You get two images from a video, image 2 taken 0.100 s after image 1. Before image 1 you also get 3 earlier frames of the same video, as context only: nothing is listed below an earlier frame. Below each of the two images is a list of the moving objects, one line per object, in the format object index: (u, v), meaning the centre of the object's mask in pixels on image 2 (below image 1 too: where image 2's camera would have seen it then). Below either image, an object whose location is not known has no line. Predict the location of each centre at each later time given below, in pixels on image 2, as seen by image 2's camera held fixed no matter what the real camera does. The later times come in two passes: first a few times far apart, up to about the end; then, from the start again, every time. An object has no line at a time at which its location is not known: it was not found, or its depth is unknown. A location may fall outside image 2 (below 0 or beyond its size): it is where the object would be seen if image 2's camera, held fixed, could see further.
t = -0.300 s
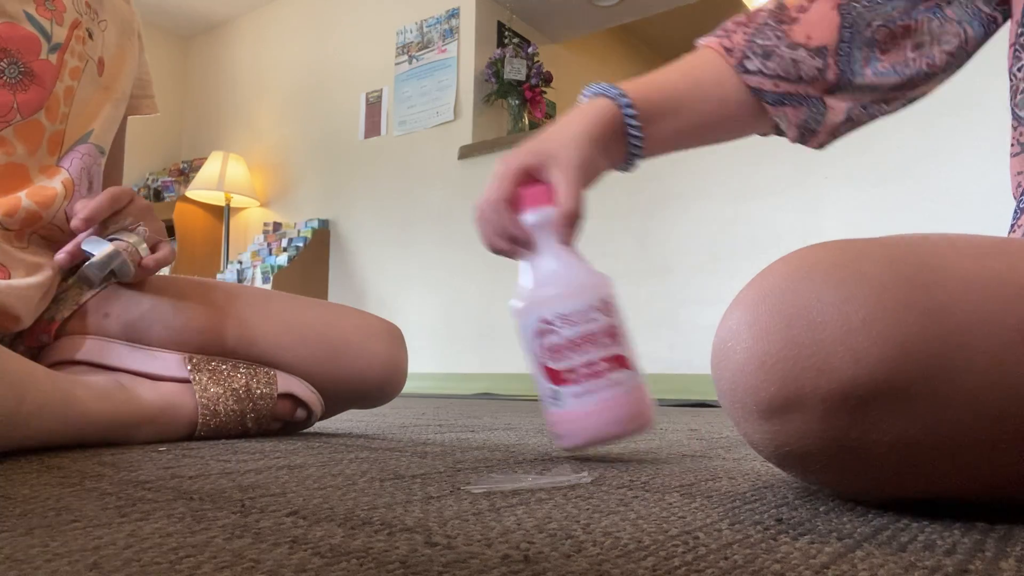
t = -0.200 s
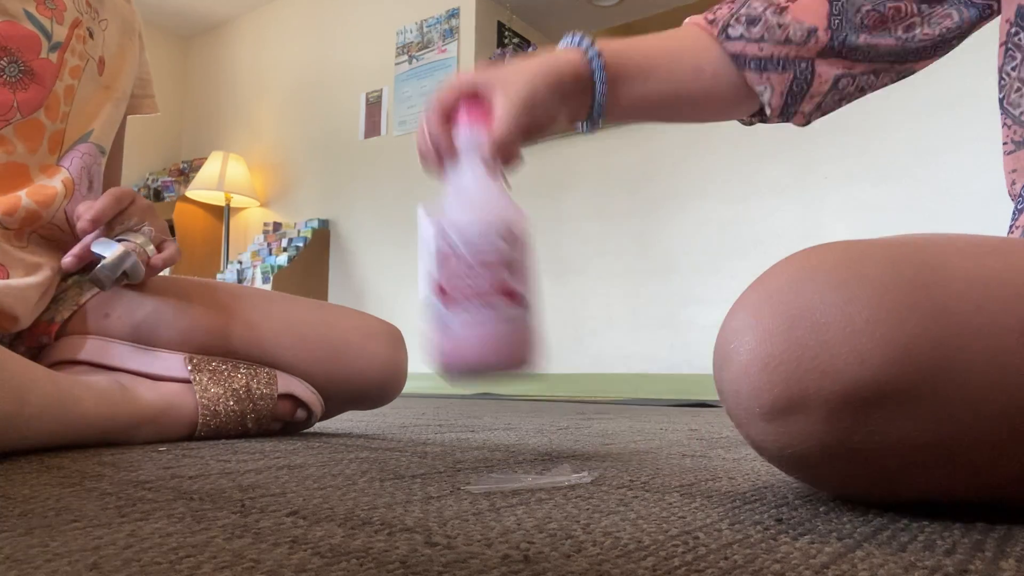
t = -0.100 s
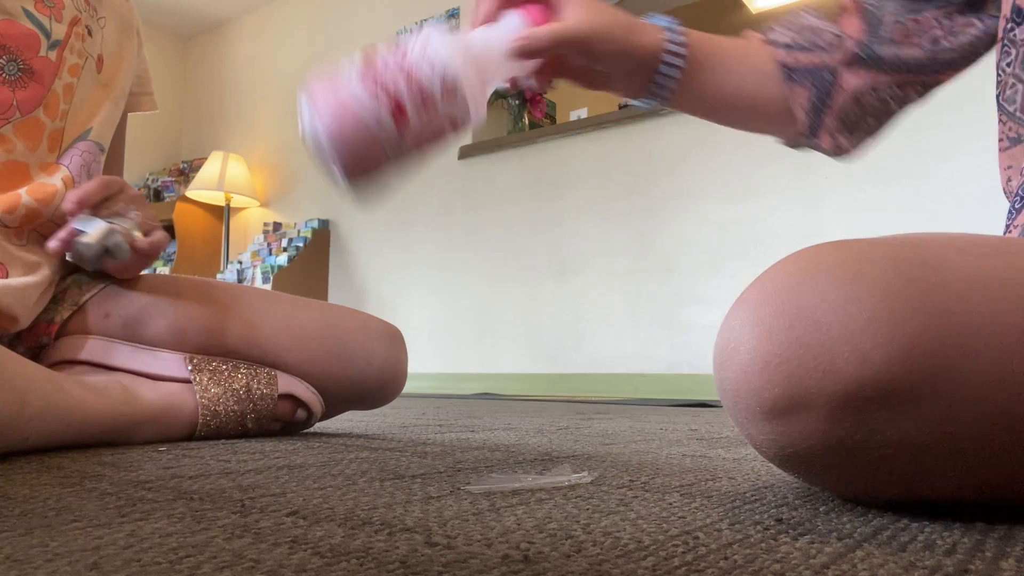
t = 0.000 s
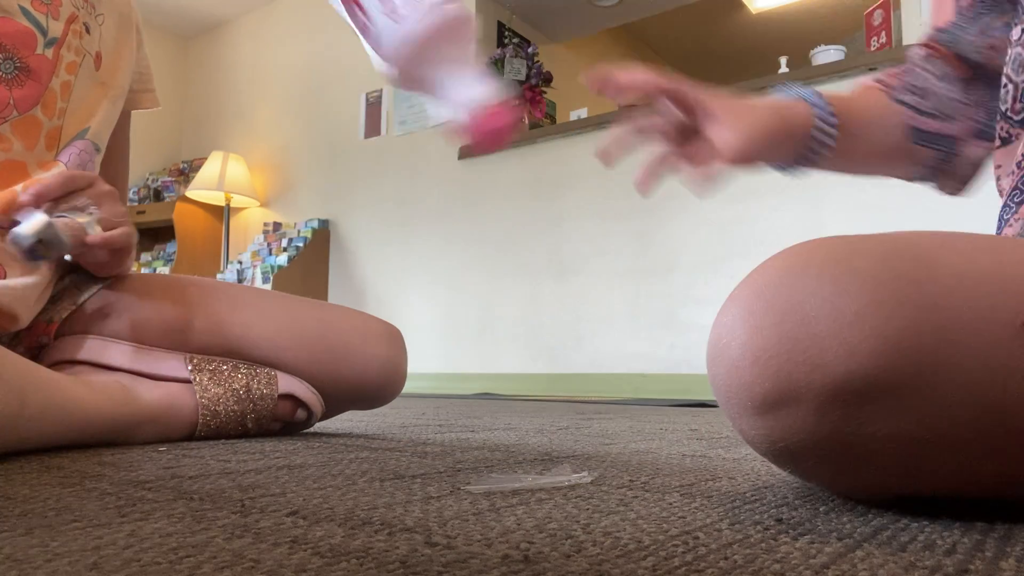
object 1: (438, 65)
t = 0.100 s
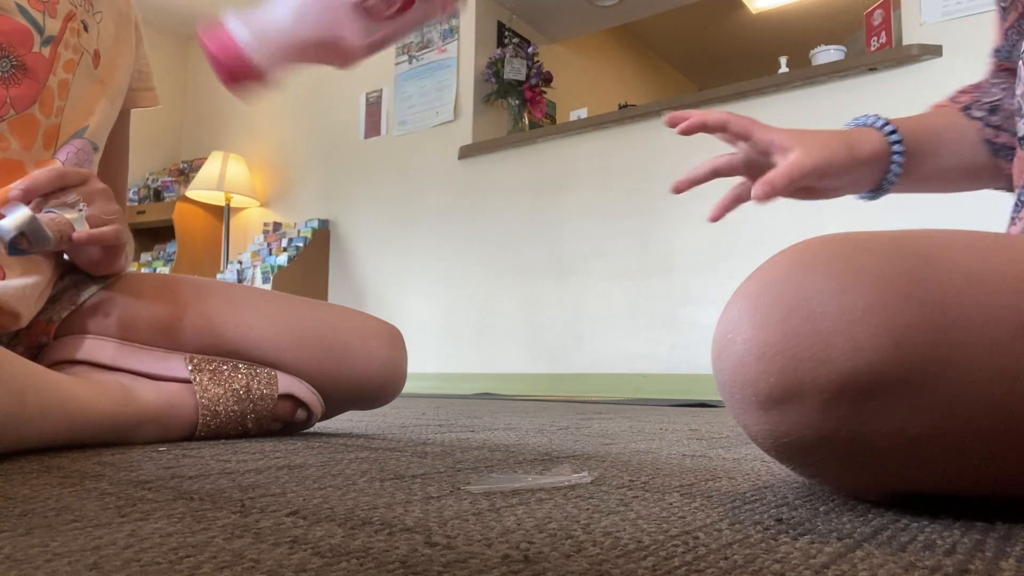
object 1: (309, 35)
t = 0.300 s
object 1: (392, 335)
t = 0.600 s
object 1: (496, 341)
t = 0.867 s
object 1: (555, 410)
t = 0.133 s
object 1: (331, 29)
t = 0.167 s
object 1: (355, 45)
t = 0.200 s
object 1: (358, 89)
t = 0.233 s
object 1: (367, 151)
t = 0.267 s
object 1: (378, 237)
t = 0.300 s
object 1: (392, 335)
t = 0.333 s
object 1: (419, 336)
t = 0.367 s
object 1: (425, 335)
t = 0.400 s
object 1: (433, 333)
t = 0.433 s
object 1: (441, 332)
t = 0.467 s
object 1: (450, 332)
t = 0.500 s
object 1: (458, 332)
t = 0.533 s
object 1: (467, 333)
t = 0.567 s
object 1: (480, 335)
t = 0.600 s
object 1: (496, 341)
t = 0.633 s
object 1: (513, 352)
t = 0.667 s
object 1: (530, 372)
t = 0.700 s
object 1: (550, 408)
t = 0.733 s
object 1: (552, 404)
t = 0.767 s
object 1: (553, 409)
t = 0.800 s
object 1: (553, 409)
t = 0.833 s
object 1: (554, 410)
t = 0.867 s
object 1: (555, 410)
